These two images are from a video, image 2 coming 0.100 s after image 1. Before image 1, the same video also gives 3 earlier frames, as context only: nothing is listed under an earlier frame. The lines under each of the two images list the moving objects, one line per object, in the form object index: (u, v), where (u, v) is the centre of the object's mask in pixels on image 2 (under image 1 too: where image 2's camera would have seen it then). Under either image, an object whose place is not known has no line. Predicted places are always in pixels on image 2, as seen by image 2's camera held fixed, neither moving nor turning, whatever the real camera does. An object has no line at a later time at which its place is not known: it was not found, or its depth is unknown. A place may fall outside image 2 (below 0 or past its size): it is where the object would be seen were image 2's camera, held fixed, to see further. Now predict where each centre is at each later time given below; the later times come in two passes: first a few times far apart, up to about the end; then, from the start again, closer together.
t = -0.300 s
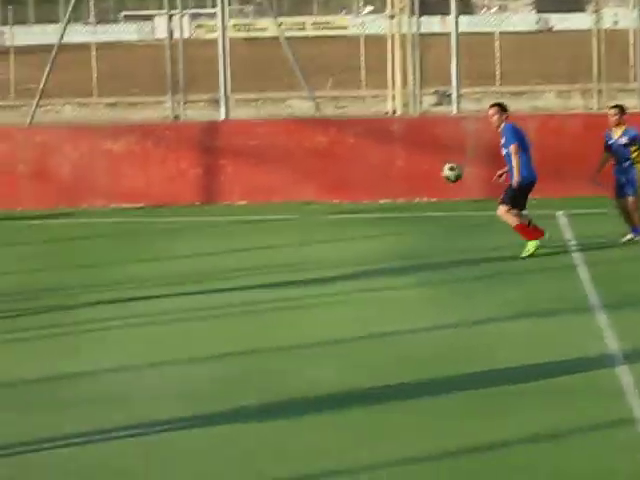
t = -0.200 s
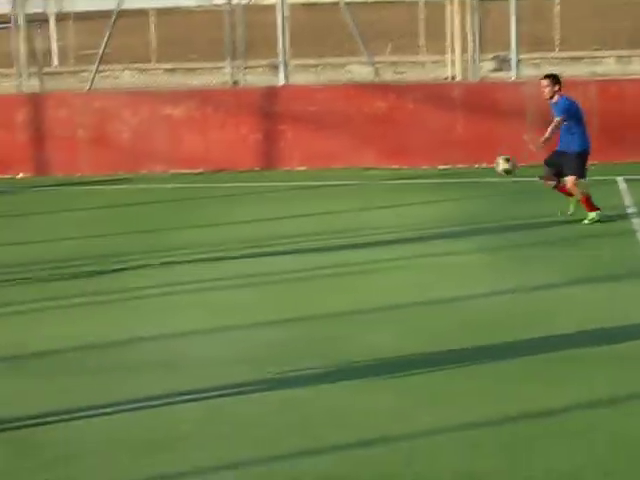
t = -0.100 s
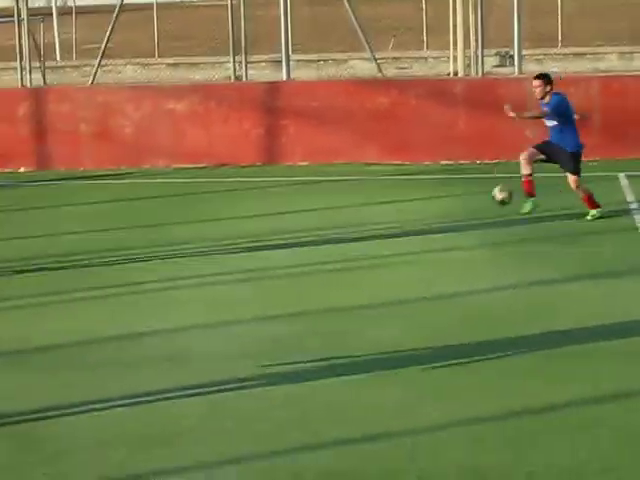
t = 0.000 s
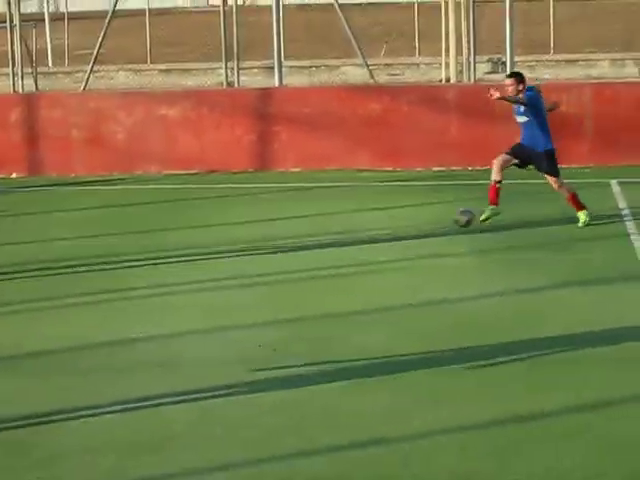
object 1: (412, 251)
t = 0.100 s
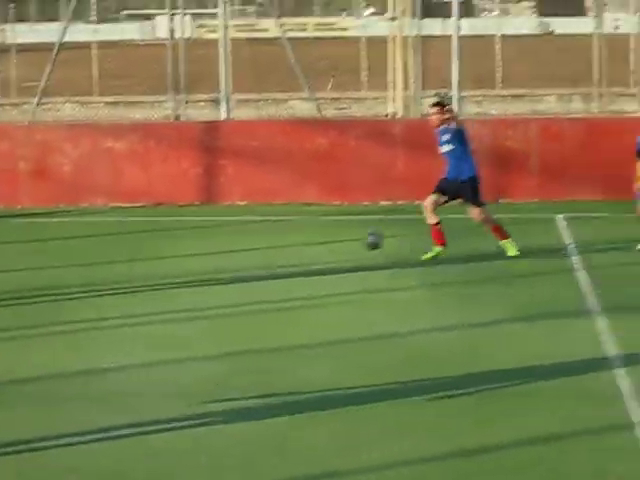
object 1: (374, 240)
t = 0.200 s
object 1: (334, 238)
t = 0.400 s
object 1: (261, 262)
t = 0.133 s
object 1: (359, 240)
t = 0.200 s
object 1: (334, 238)
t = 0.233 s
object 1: (323, 239)
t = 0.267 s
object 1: (311, 242)
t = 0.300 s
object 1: (298, 246)
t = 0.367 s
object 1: (273, 256)
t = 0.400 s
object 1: (261, 262)
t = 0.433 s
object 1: (249, 257)
